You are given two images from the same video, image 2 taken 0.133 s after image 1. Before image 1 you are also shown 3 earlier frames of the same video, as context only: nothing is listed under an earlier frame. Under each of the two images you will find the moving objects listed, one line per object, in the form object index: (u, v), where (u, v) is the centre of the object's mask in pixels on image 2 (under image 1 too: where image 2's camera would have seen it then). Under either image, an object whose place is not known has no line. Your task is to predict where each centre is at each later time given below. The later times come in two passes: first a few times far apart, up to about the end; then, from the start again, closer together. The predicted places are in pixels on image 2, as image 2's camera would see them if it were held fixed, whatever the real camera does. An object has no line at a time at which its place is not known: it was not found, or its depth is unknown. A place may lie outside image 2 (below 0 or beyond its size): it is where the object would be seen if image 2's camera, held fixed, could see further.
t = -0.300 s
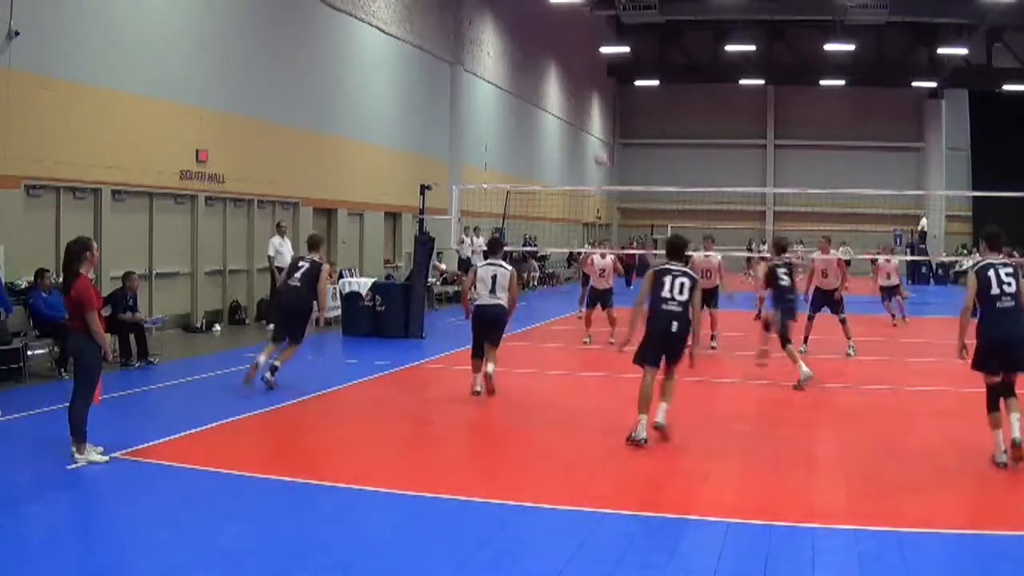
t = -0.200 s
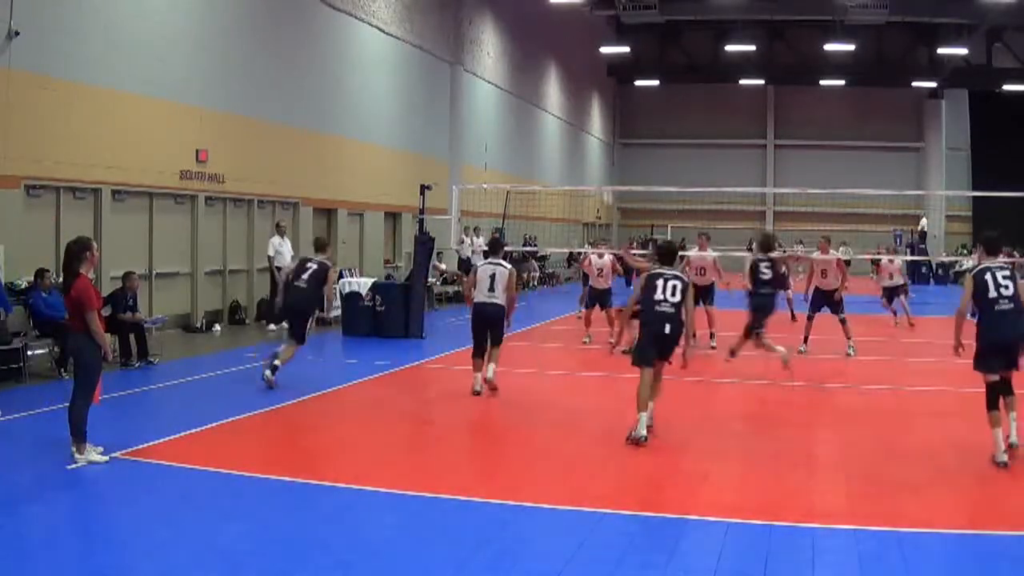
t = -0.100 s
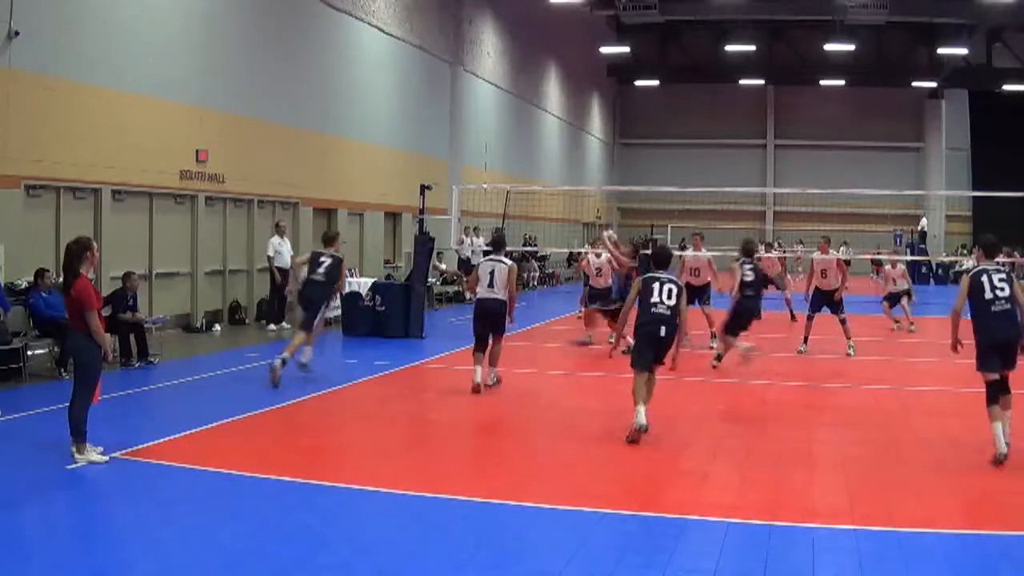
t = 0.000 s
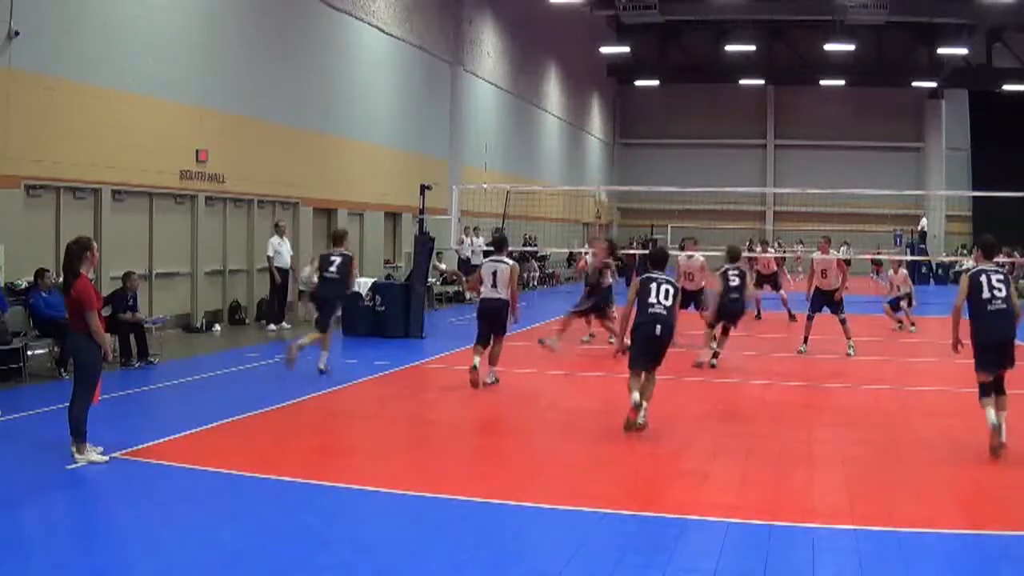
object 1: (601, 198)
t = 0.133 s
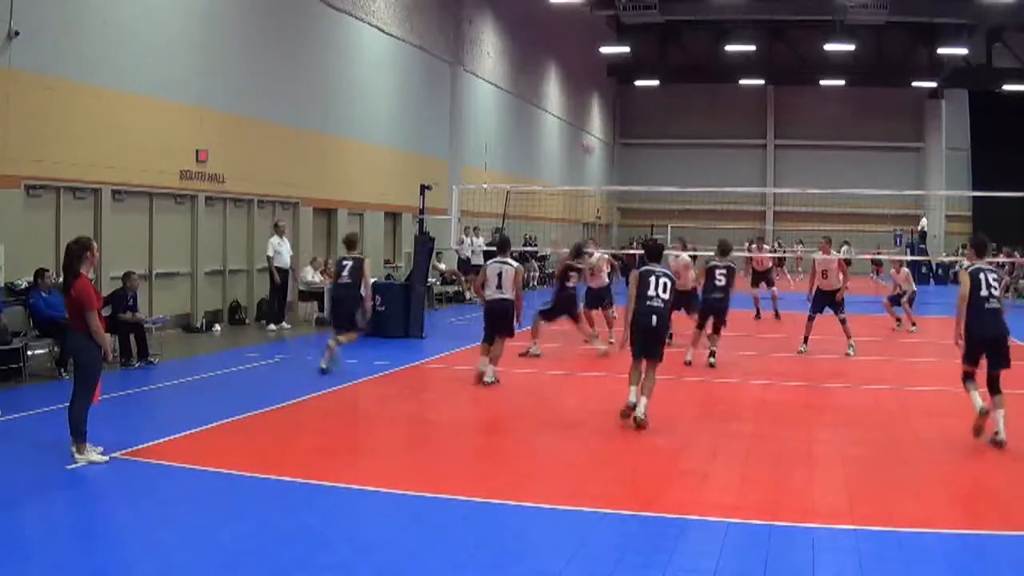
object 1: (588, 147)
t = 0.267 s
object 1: (579, 105)
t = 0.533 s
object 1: (557, 65)
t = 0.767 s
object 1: (539, 68)
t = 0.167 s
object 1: (585, 133)
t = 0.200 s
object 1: (583, 121)
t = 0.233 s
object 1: (582, 114)
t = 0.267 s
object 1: (579, 105)
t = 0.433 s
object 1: (566, 74)
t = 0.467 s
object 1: (562, 70)
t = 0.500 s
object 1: (560, 68)
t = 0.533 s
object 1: (557, 65)
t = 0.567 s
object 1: (555, 64)
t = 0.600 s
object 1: (552, 62)
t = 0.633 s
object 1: (550, 62)
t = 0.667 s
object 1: (547, 62)
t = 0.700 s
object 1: (544, 64)
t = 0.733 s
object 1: (542, 66)
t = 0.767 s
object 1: (539, 68)
